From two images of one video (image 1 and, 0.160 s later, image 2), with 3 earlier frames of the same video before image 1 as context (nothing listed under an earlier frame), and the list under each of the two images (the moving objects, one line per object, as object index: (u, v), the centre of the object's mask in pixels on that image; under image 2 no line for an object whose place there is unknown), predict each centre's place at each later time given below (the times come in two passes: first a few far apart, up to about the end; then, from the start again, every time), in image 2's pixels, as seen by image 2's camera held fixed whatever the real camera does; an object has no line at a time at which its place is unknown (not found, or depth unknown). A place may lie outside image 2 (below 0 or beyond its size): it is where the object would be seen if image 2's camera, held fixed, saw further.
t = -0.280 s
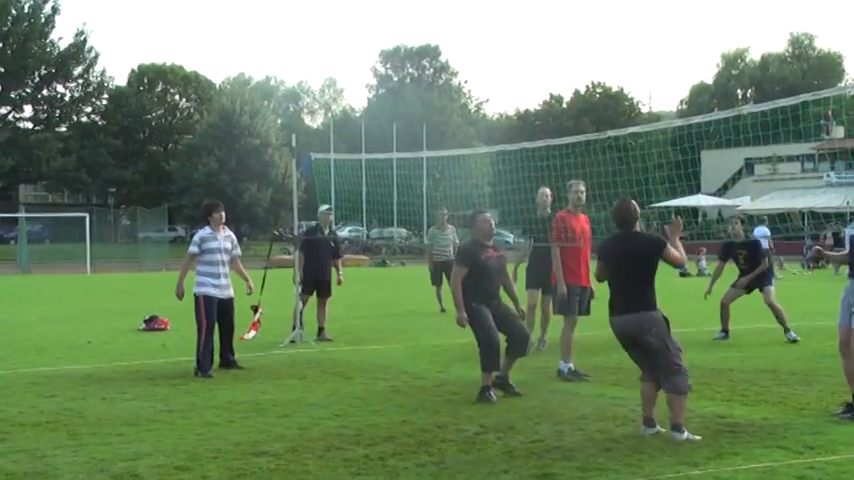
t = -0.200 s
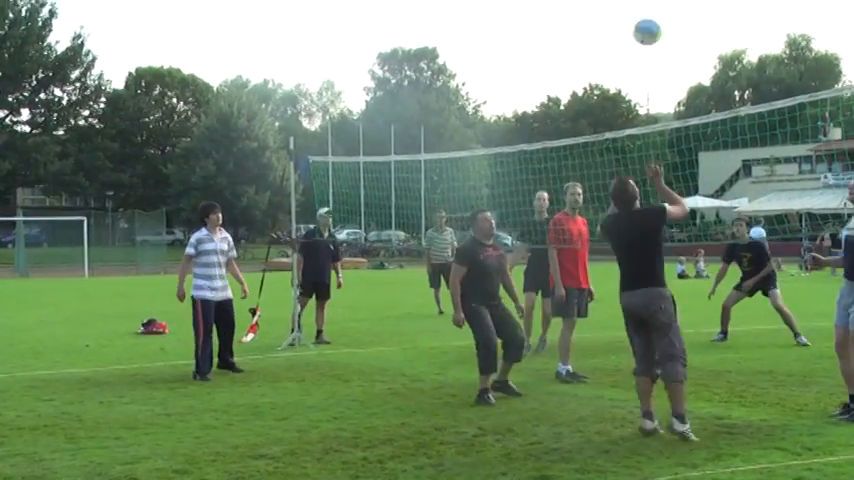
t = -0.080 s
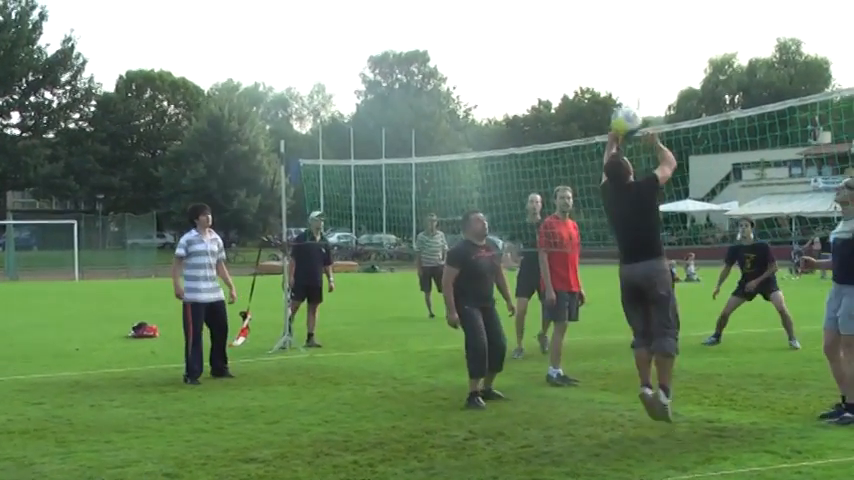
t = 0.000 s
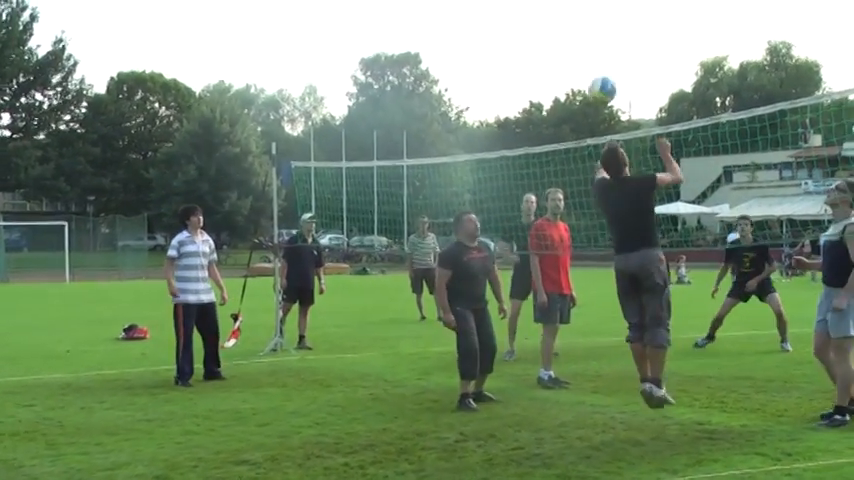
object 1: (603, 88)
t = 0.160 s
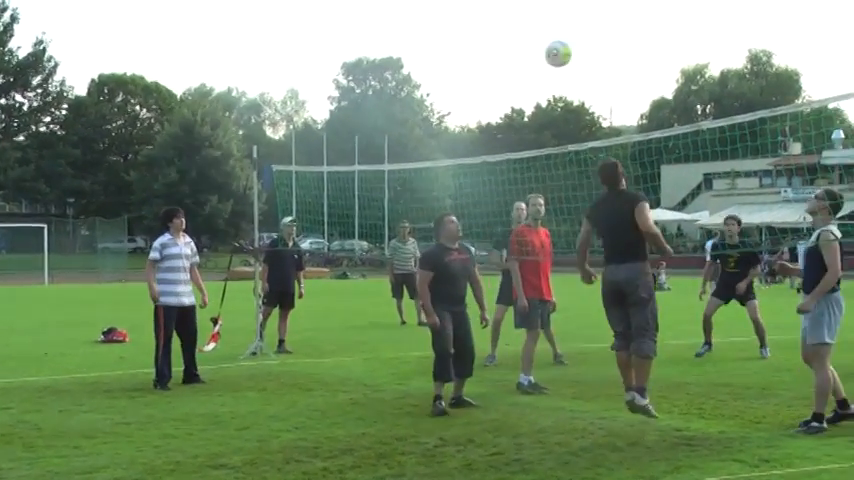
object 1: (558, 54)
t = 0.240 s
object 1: (545, 46)
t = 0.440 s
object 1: (516, 61)
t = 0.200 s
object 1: (551, 49)
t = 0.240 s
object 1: (545, 46)
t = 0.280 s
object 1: (539, 45)
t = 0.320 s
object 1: (533, 46)
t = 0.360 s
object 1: (527, 49)
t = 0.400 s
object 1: (521, 54)
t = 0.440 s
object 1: (516, 61)
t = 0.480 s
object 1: (510, 69)
